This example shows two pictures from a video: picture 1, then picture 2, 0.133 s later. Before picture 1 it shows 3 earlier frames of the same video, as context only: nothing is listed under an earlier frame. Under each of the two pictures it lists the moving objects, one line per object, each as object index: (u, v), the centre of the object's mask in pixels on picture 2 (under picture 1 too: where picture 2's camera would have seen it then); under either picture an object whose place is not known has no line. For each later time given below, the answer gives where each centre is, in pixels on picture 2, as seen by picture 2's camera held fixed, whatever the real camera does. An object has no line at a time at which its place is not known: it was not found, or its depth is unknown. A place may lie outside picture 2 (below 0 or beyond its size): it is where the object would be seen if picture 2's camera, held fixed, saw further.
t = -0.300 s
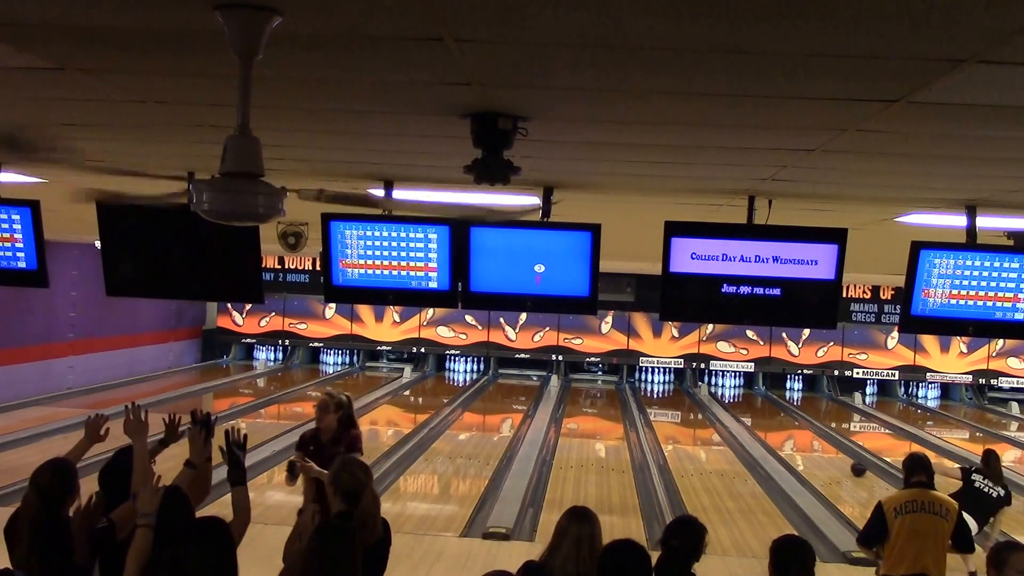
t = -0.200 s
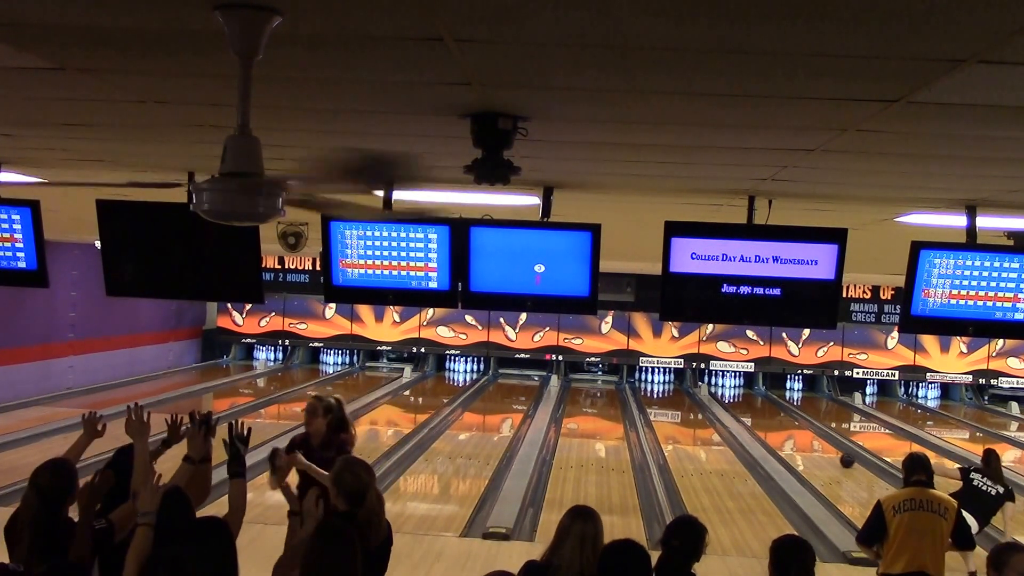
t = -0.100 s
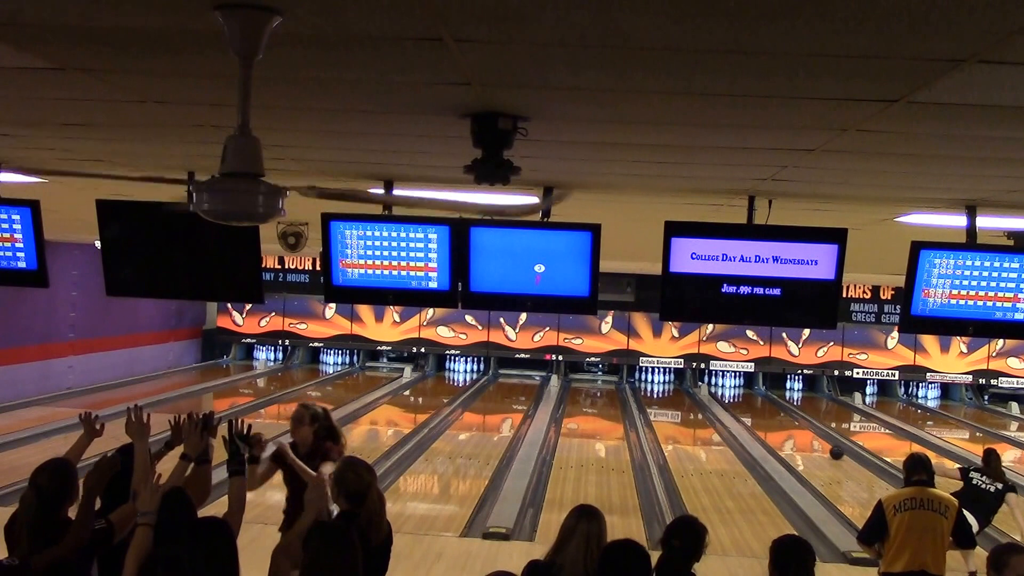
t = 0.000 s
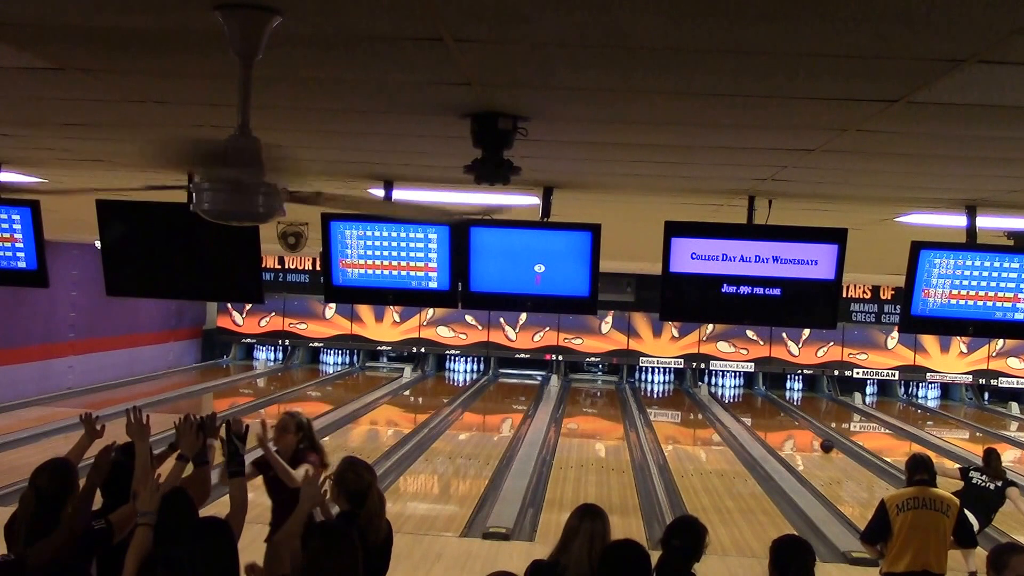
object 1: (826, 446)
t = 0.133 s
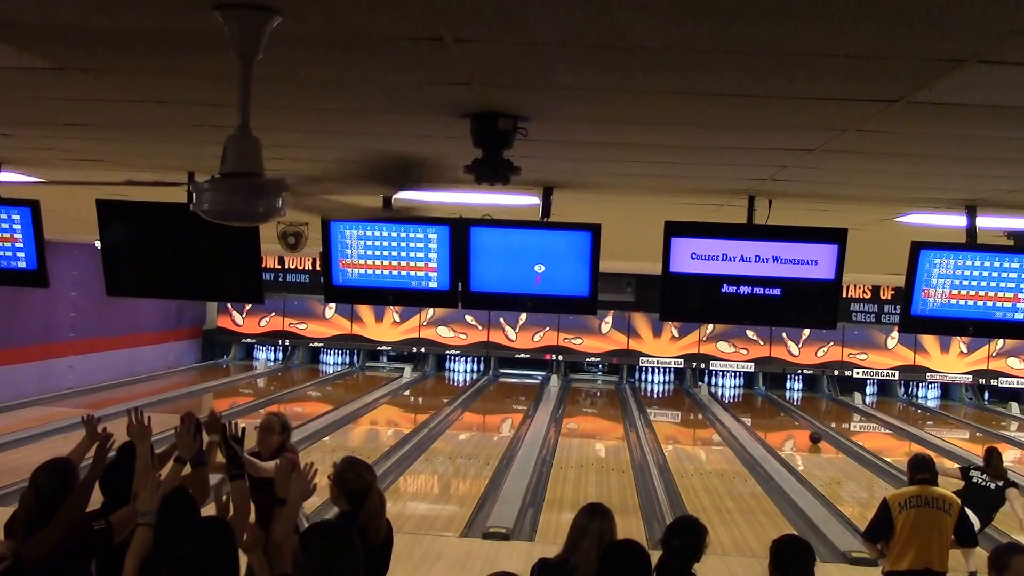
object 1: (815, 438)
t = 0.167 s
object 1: (812, 436)
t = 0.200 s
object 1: (809, 434)
